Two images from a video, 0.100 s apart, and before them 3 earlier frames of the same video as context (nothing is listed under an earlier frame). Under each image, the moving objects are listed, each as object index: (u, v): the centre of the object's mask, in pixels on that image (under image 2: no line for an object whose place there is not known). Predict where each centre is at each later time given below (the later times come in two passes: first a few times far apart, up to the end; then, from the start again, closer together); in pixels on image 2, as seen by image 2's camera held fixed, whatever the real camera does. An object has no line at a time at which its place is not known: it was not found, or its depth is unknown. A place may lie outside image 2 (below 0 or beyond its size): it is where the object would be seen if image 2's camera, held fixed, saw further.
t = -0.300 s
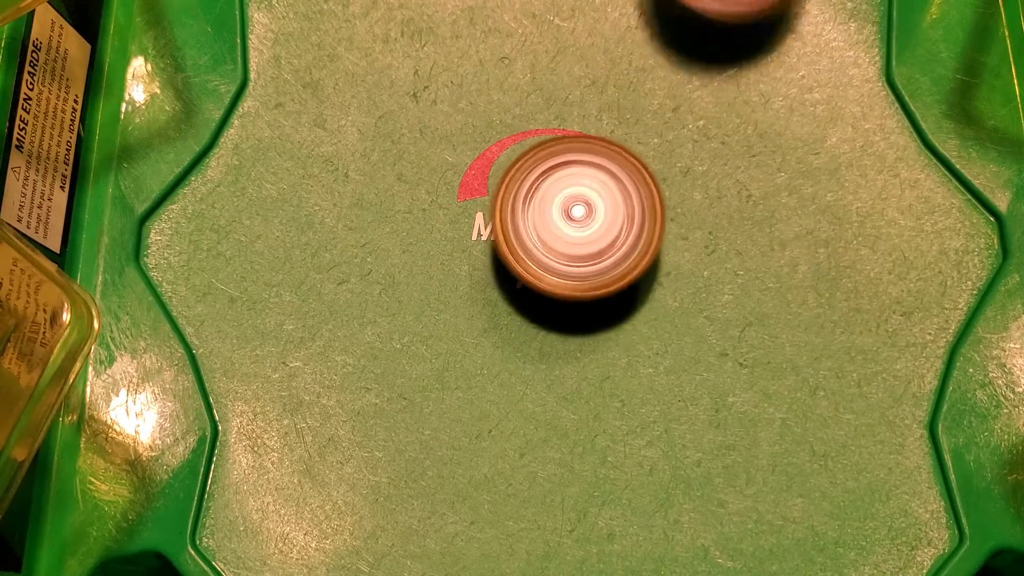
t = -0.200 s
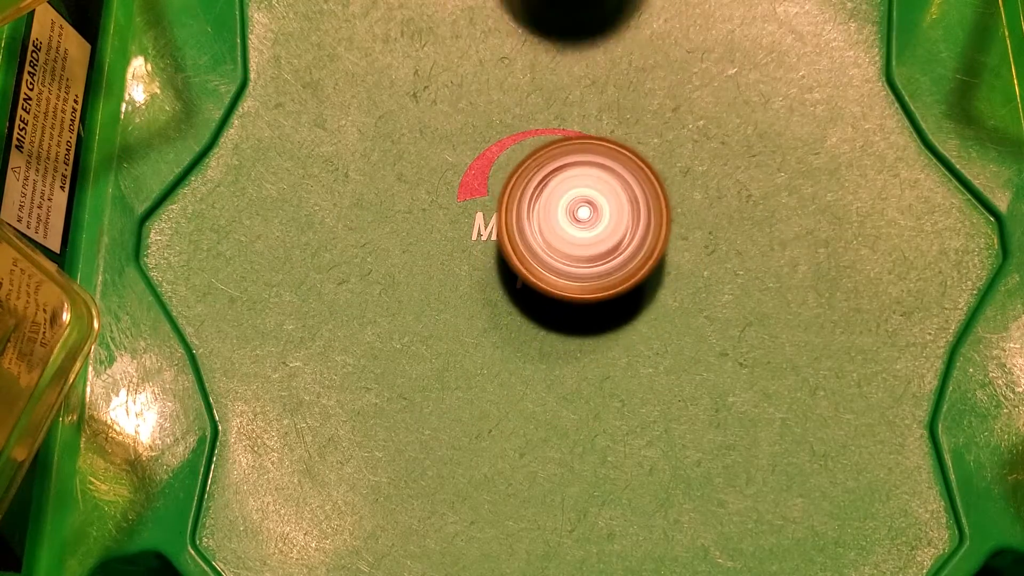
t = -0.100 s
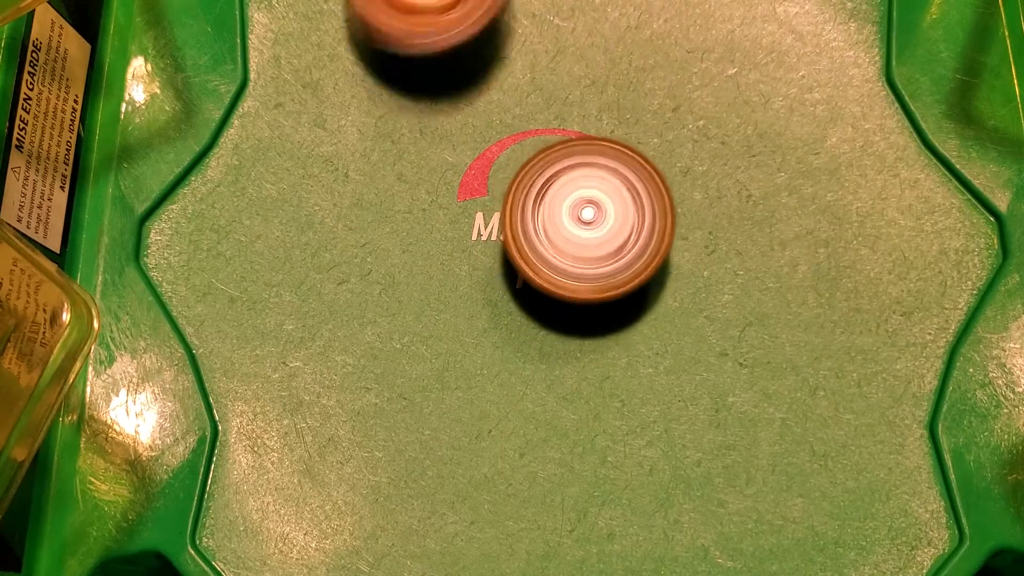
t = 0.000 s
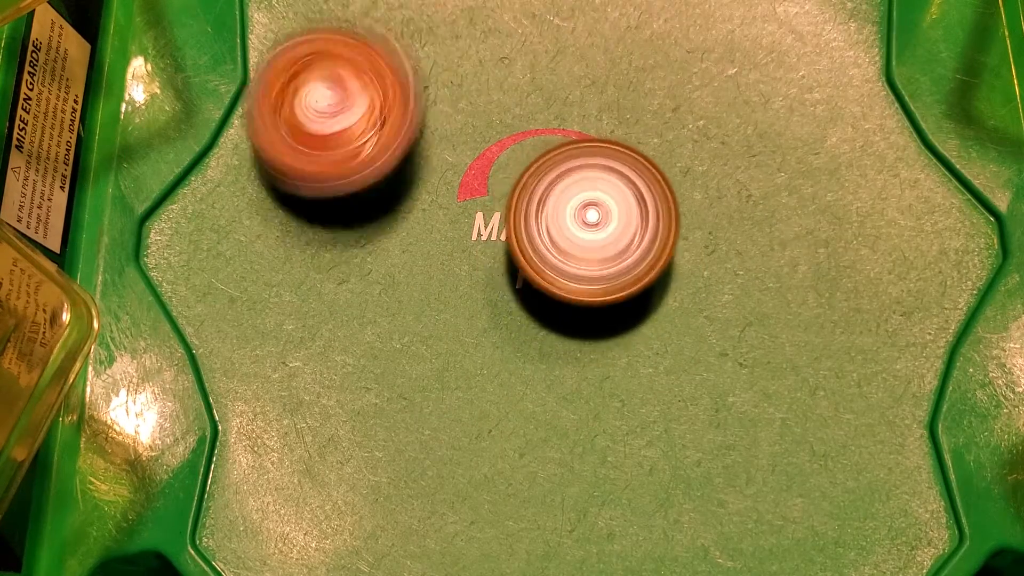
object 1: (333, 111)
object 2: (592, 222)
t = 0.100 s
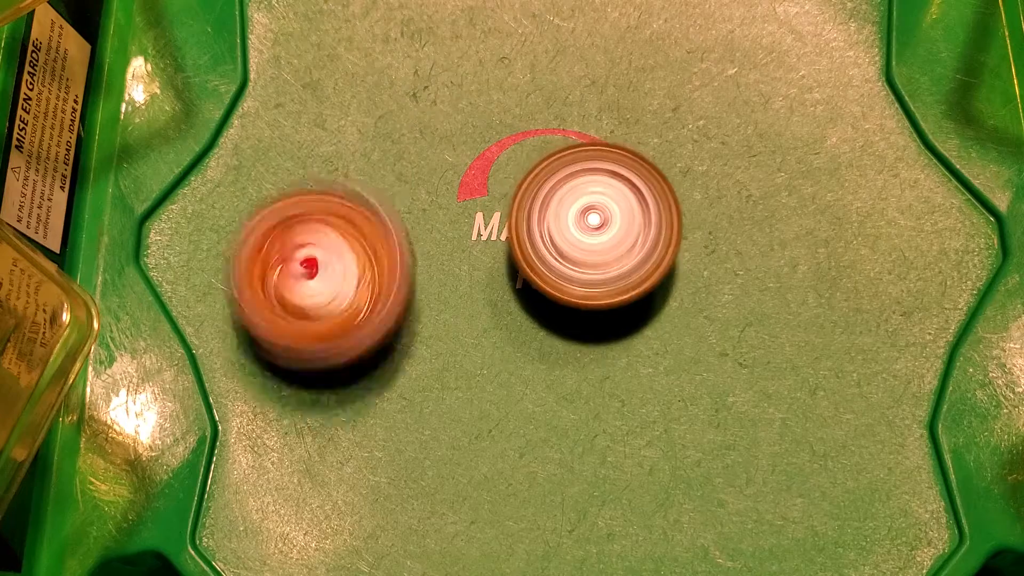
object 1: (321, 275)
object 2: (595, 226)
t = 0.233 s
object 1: (437, 478)
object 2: (596, 230)
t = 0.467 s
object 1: (830, 491)
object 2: (598, 241)
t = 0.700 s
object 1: (866, 143)
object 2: (596, 248)
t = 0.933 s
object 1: (529, 29)
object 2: (596, 254)
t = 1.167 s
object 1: (250, 184)
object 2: (598, 251)
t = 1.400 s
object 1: (427, 488)
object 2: (600, 249)
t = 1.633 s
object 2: (603, 243)
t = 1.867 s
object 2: (603, 234)
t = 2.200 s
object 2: (588, 221)
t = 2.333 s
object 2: (587, 218)
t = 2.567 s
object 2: (589, 218)
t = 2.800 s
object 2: (591, 225)
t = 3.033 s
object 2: (594, 231)
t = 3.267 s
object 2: (599, 234)
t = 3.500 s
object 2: (597, 244)
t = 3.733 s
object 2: (600, 245)
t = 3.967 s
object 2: (601, 238)
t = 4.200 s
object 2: (599, 230)
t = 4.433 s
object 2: (584, 222)
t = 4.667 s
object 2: (579, 217)
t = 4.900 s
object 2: (581, 219)
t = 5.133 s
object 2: (585, 228)
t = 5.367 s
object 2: (581, 239)
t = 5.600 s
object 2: (580, 248)
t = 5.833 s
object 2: (581, 248)
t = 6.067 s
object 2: (589, 231)
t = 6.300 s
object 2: (597, 226)
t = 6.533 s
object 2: (579, 213)
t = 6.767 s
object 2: (534, 227)
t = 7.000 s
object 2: (518, 265)
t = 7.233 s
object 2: (512, 304)
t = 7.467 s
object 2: (516, 312)
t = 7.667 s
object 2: (519, 302)
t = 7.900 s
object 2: (507, 279)
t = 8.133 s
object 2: (525, 263)
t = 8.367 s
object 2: (506, 236)
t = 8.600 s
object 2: (507, 206)
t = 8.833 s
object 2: (509, 193)
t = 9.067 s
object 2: (526, 177)
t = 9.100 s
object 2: (529, 178)
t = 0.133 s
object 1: (335, 333)
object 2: (595, 227)
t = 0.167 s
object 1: (364, 389)
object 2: (595, 228)
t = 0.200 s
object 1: (396, 437)
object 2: (595, 228)
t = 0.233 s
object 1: (437, 478)
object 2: (596, 230)
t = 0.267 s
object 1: (490, 502)
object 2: (595, 232)
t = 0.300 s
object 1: (544, 515)
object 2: (596, 234)
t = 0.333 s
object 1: (604, 522)
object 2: (598, 235)
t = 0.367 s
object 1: (672, 523)
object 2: (599, 237)
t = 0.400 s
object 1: (729, 519)
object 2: (599, 239)
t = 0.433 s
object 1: (781, 510)
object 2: (599, 239)
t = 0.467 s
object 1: (830, 491)
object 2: (598, 241)
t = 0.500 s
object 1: (871, 453)
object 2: (597, 241)
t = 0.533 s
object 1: (902, 405)
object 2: (596, 243)
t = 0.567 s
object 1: (916, 355)
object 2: (595, 244)
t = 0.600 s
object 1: (919, 296)
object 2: (596, 244)
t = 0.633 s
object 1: (912, 239)
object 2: (596, 246)
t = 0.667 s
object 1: (895, 187)
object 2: (596, 247)
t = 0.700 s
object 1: (866, 143)
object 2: (596, 248)
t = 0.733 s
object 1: (827, 101)
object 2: (596, 249)
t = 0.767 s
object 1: (785, 68)
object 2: (595, 251)
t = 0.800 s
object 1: (739, 50)
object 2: (595, 251)
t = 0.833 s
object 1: (686, 40)
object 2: (596, 252)
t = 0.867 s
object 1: (637, 33)
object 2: (596, 253)
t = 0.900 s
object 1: (583, 29)
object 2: (596, 253)
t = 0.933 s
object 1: (529, 29)
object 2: (596, 254)
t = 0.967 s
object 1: (478, 32)
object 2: (596, 254)
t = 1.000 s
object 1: (429, 39)
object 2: (596, 253)
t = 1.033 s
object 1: (382, 52)
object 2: (597, 253)
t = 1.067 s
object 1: (340, 69)
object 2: (597, 252)
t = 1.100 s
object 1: (303, 97)
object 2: (597, 252)
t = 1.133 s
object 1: (273, 139)
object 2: (598, 251)
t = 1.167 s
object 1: (250, 184)
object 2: (598, 251)
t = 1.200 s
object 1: (240, 234)
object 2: (599, 250)
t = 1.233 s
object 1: (243, 286)
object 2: (599, 249)
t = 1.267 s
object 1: (257, 340)
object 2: (600, 249)
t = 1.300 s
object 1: (282, 388)
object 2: (600, 249)
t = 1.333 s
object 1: (321, 429)
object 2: (600, 248)
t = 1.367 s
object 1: (370, 465)
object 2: (601, 249)
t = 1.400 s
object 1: (427, 488)
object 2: (600, 249)
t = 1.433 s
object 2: (601, 249)
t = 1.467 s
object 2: (601, 248)
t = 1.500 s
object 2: (601, 247)
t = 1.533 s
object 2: (602, 245)
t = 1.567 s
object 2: (602, 245)
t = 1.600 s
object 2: (602, 244)
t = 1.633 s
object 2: (603, 243)
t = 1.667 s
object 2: (603, 243)
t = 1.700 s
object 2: (603, 242)
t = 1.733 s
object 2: (603, 241)
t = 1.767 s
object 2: (603, 240)
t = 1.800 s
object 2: (603, 237)
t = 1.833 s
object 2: (604, 236)
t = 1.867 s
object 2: (603, 234)
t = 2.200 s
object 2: (588, 221)
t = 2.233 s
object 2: (588, 221)
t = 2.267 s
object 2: (587, 221)
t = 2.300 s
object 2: (586, 219)
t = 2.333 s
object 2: (587, 218)
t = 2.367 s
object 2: (587, 219)
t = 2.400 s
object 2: (587, 217)
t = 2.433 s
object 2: (589, 218)
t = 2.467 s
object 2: (589, 218)
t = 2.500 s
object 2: (588, 218)
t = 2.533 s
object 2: (589, 217)
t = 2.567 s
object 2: (589, 218)
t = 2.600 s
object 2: (589, 219)
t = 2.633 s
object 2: (589, 219)
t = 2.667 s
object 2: (590, 220)
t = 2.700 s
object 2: (590, 221)
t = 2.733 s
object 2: (590, 222)
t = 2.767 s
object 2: (591, 223)
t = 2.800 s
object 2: (591, 225)
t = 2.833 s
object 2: (591, 227)
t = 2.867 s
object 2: (592, 228)
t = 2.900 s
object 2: (592, 231)
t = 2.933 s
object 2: (591, 233)
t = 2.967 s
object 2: (591, 232)
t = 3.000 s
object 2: (593, 230)
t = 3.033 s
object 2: (594, 231)
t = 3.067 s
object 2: (593, 232)
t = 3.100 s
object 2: (593, 231)
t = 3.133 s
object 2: (595, 230)
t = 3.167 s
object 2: (597, 230)
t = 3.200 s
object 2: (598, 231)
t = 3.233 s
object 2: (597, 232)
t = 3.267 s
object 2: (599, 234)
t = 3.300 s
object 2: (599, 238)
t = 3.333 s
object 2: (598, 240)
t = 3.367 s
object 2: (597, 240)
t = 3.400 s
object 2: (598, 241)
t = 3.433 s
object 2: (598, 243)
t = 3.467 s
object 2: (597, 244)
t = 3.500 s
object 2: (597, 244)
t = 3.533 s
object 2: (598, 245)
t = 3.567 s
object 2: (598, 246)
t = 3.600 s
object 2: (598, 245)
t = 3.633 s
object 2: (598, 244)
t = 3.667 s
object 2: (599, 244)
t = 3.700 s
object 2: (599, 244)
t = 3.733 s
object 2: (600, 245)
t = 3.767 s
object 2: (598, 244)
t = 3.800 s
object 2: (599, 243)
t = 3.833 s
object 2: (600, 244)
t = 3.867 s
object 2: (600, 243)
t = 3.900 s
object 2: (600, 242)
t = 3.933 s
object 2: (600, 240)
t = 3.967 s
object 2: (601, 238)
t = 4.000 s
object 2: (602, 237)
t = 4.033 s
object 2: (602, 236)
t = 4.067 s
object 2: (602, 234)
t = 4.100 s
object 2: (603, 232)
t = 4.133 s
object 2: (603, 232)
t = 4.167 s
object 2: (601, 231)
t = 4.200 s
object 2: (599, 230)
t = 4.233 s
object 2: (596, 228)
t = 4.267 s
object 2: (594, 227)
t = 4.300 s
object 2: (592, 227)
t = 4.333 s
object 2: (589, 227)
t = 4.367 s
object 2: (588, 226)
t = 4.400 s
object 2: (586, 224)
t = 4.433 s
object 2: (584, 222)
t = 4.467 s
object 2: (583, 222)
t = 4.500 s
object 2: (582, 222)
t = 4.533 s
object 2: (581, 221)
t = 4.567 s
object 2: (580, 219)
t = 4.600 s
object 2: (580, 218)
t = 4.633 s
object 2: (580, 217)
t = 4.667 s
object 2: (579, 217)
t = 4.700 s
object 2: (579, 217)
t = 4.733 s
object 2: (579, 216)
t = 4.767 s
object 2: (579, 216)
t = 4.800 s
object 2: (580, 216)
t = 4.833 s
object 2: (581, 217)
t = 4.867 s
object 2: (581, 219)
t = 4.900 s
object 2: (581, 219)
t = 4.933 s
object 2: (581, 220)
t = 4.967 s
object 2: (582, 220)
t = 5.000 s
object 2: (584, 222)
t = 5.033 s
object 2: (584, 223)
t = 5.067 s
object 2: (584, 226)
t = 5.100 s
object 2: (585, 227)
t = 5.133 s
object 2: (585, 228)
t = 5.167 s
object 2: (585, 229)
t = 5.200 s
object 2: (587, 230)
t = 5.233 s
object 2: (587, 232)
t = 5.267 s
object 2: (587, 234)
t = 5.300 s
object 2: (584, 237)
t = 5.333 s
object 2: (583, 238)
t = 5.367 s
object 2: (581, 239)
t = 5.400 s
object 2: (580, 240)
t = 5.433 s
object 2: (581, 242)
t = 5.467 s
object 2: (581, 244)
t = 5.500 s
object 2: (581, 246)
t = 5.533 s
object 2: (581, 248)
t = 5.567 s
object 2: (581, 248)
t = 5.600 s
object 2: (580, 248)
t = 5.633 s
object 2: (581, 247)
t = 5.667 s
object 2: (582, 247)
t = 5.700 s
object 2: (582, 248)
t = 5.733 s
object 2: (582, 249)
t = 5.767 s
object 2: (582, 249)
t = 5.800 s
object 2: (582, 249)
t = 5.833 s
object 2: (581, 248)
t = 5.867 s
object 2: (583, 247)
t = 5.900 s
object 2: (587, 246)
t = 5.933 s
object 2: (591, 240)
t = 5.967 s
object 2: (589, 236)
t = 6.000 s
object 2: (589, 234)
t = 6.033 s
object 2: (589, 232)
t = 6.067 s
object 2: (589, 231)
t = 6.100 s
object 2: (590, 228)
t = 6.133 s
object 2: (591, 227)
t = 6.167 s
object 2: (592, 226)
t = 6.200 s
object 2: (594, 225)
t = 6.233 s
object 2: (596, 226)
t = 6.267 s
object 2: (596, 226)
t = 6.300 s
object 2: (597, 226)
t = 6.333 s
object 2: (595, 222)
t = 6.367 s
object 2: (589, 217)
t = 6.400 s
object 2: (587, 215)
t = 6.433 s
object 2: (584, 214)
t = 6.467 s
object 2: (583, 213)
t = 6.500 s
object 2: (581, 213)
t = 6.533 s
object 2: (579, 213)
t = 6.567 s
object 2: (571, 213)
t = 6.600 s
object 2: (567, 212)
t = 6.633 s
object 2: (560, 213)
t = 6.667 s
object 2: (550, 216)
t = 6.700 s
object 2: (544, 219)
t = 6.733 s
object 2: (540, 222)
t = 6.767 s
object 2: (534, 227)
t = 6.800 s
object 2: (530, 231)
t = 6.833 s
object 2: (526, 235)
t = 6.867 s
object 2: (524, 241)
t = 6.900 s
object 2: (523, 247)
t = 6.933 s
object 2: (521, 255)
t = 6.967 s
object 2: (519, 261)
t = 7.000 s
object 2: (518, 265)
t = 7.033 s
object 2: (517, 272)
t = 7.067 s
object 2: (517, 278)
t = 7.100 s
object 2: (517, 282)
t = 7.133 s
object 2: (517, 285)
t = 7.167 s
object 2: (515, 291)
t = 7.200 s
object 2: (513, 297)
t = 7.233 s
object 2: (512, 304)
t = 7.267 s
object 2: (513, 307)
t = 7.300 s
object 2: (514, 309)
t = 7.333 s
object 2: (514, 311)
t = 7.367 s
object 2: (514, 312)
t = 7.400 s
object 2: (515, 312)
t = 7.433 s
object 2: (515, 312)
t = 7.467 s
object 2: (516, 312)
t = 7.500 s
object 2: (516, 311)
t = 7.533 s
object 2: (517, 310)
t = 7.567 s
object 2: (517, 309)
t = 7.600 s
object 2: (517, 307)
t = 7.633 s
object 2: (518, 304)
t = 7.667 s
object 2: (519, 302)
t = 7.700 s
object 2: (521, 299)
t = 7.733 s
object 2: (523, 296)
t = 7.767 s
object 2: (525, 294)
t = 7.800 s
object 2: (528, 291)
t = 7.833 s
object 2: (522, 288)
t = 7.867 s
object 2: (510, 283)
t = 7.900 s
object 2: (507, 279)
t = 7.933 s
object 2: (507, 275)
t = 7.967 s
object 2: (510, 273)
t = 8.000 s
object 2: (513, 271)
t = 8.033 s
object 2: (515, 269)
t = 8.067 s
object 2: (518, 267)
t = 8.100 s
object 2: (522, 265)
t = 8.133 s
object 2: (525, 263)
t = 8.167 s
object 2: (526, 261)
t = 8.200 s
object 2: (514, 254)
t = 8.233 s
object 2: (503, 245)
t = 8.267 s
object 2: (501, 241)
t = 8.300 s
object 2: (503, 238)
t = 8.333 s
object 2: (505, 236)
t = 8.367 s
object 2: (506, 236)
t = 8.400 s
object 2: (505, 233)
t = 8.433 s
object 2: (505, 229)
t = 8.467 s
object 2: (506, 225)
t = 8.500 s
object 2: (508, 224)
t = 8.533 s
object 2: (510, 219)
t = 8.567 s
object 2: (506, 210)
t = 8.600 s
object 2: (507, 206)
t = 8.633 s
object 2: (509, 205)
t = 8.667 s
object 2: (511, 207)
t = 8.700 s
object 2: (512, 207)
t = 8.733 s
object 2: (511, 207)
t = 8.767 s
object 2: (511, 205)
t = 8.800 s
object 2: (510, 203)
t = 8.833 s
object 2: (509, 193)
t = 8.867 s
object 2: (512, 187)
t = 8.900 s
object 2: (516, 185)
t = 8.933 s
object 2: (517, 180)
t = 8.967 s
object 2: (519, 175)
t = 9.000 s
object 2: (520, 176)
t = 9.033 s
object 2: (522, 177)
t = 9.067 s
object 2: (526, 177)
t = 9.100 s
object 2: (529, 178)
